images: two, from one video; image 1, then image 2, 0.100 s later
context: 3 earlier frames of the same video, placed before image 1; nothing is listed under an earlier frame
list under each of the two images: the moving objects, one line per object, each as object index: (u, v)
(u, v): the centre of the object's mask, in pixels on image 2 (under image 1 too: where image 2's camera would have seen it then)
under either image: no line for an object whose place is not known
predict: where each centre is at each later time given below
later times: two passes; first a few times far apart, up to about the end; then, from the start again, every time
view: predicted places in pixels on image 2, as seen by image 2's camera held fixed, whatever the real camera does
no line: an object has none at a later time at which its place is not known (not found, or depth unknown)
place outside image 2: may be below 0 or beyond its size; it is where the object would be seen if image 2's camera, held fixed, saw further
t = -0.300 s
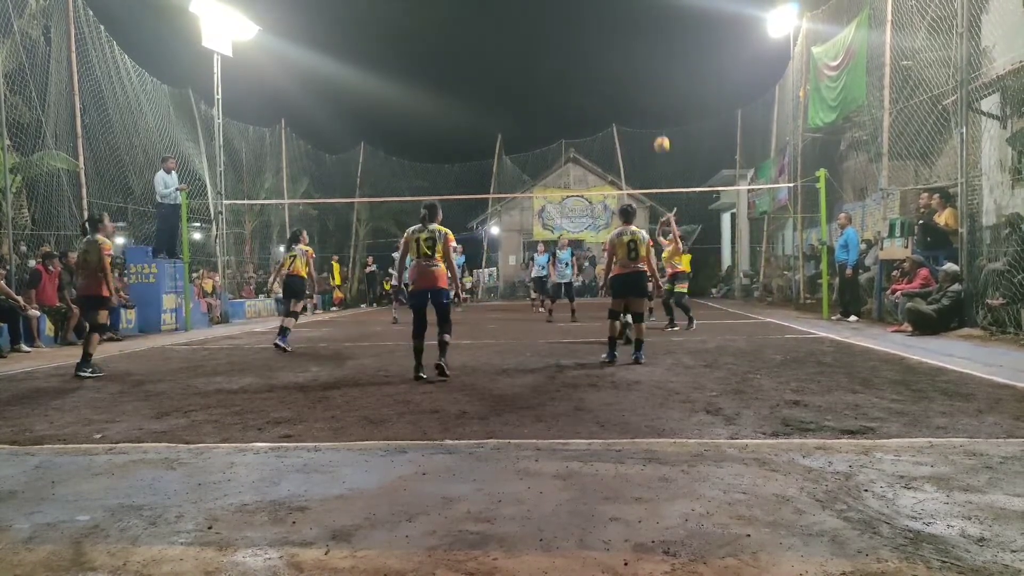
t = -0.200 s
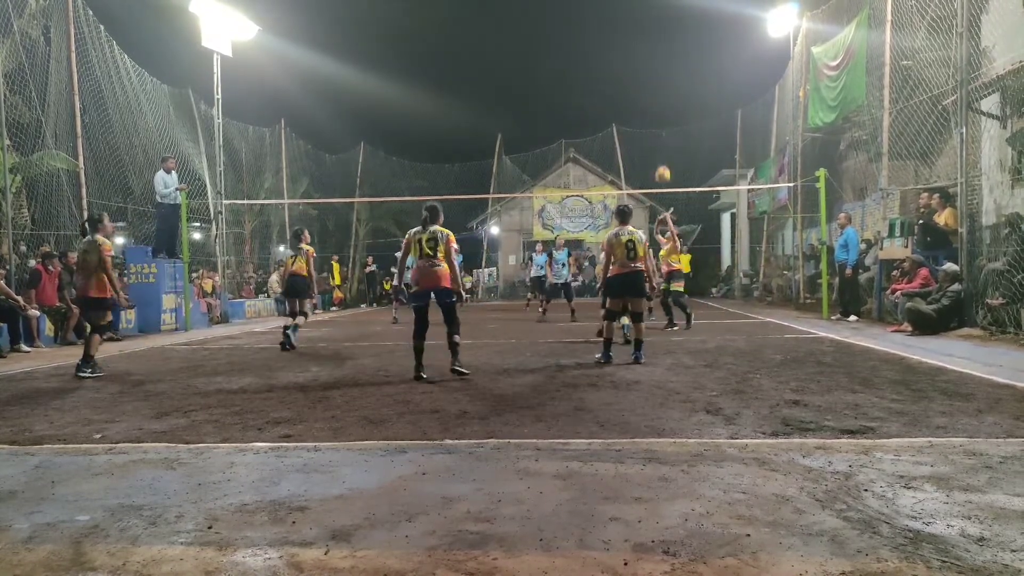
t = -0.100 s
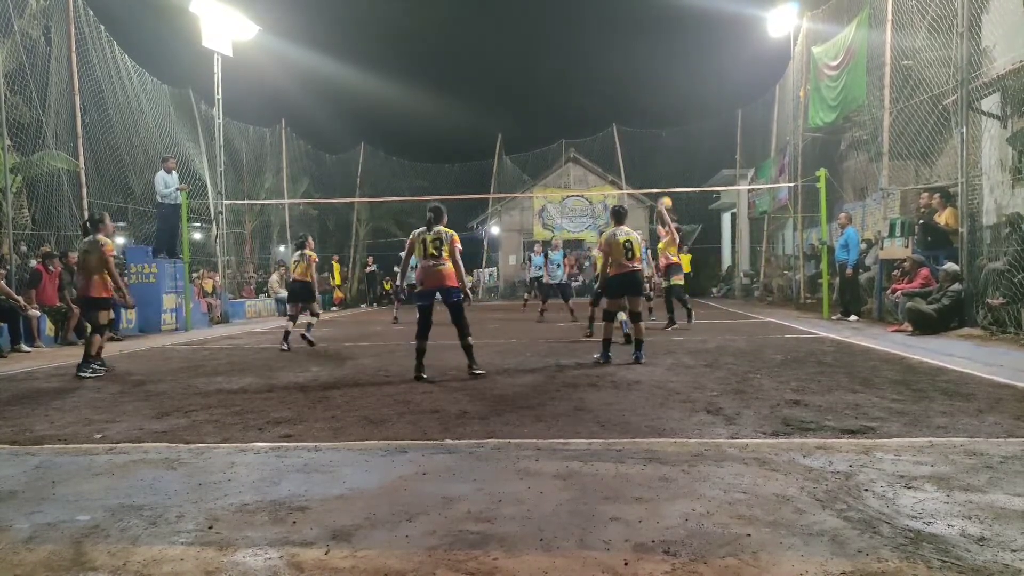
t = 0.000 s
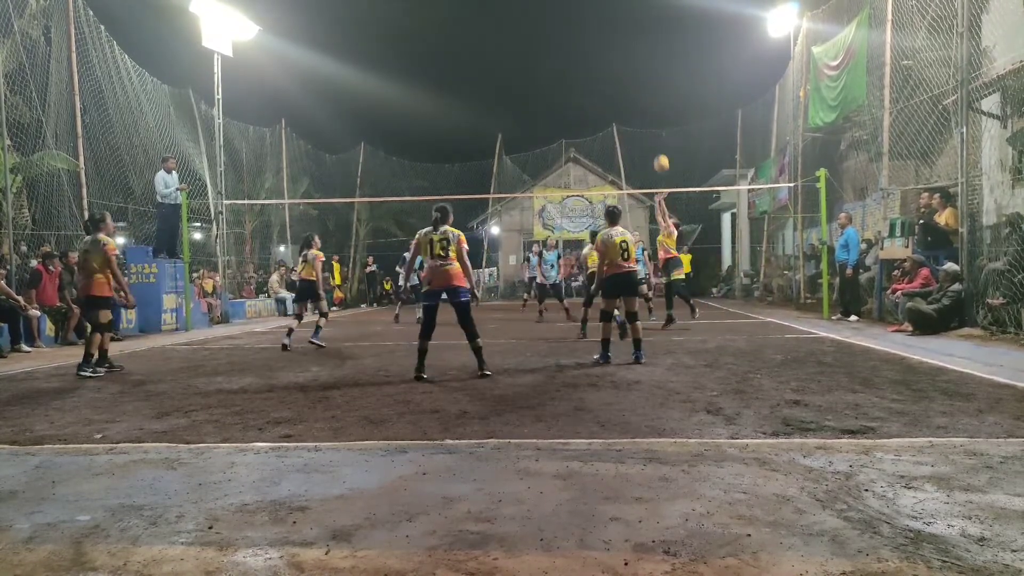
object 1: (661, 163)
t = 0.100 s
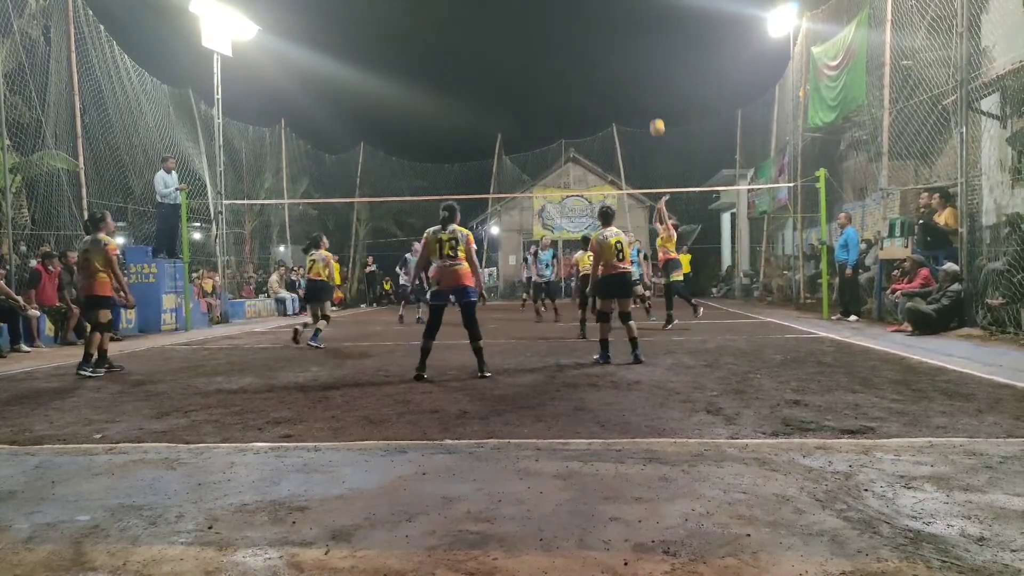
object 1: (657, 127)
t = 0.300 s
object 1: (650, 75)
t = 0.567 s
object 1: (642, 47)
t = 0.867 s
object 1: (634, 70)
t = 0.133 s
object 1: (656, 117)
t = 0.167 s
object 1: (654, 107)
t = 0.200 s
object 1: (653, 98)
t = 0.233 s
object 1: (652, 89)
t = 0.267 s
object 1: (651, 82)
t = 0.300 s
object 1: (650, 75)
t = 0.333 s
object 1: (648, 69)
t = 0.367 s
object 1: (648, 64)
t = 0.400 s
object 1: (646, 59)
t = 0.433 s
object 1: (645, 55)
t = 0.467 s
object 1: (645, 52)
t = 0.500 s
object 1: (644, 49)
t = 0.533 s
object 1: (643, 48)
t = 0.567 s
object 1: (642, 47)
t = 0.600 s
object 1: (641, 46)
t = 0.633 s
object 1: (640, 47)
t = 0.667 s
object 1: (639, 48)
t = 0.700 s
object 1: (638, 50)
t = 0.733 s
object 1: (637, 52)
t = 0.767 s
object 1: (636, 56)
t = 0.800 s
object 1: (635, 60)
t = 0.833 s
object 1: (634, 64)
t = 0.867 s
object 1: (634, 70)
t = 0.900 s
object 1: (633, 76)
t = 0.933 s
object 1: (632, 83)
